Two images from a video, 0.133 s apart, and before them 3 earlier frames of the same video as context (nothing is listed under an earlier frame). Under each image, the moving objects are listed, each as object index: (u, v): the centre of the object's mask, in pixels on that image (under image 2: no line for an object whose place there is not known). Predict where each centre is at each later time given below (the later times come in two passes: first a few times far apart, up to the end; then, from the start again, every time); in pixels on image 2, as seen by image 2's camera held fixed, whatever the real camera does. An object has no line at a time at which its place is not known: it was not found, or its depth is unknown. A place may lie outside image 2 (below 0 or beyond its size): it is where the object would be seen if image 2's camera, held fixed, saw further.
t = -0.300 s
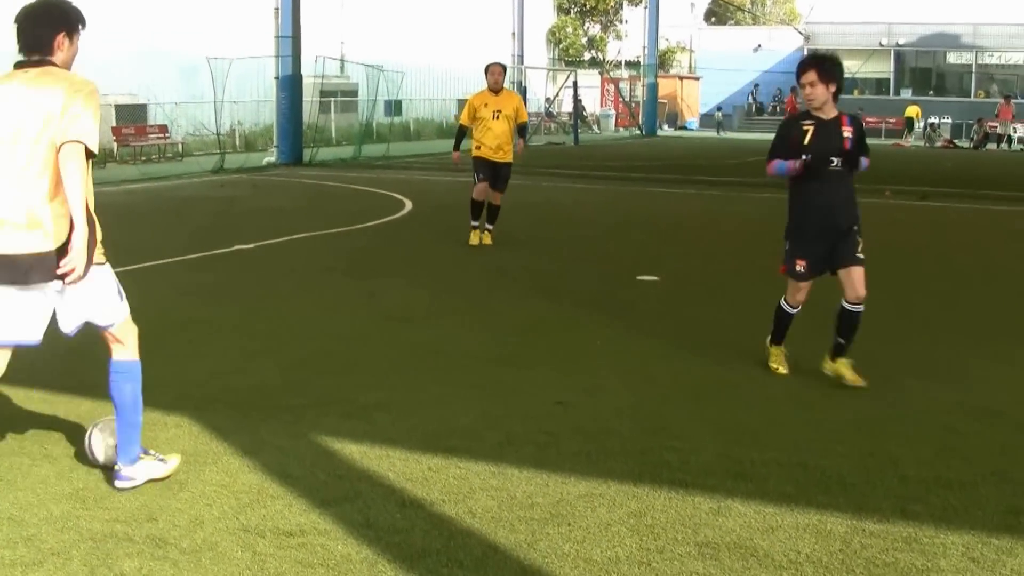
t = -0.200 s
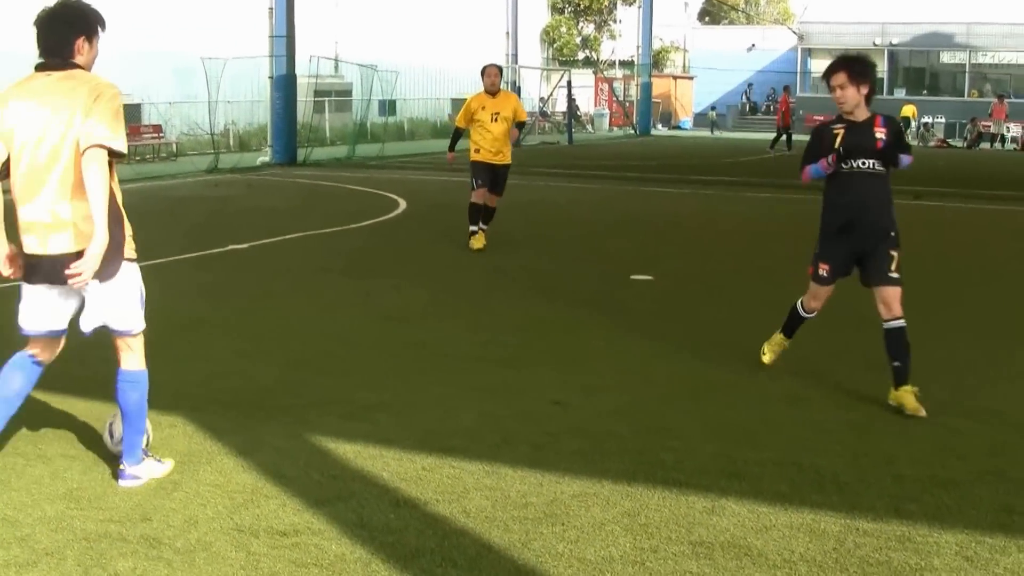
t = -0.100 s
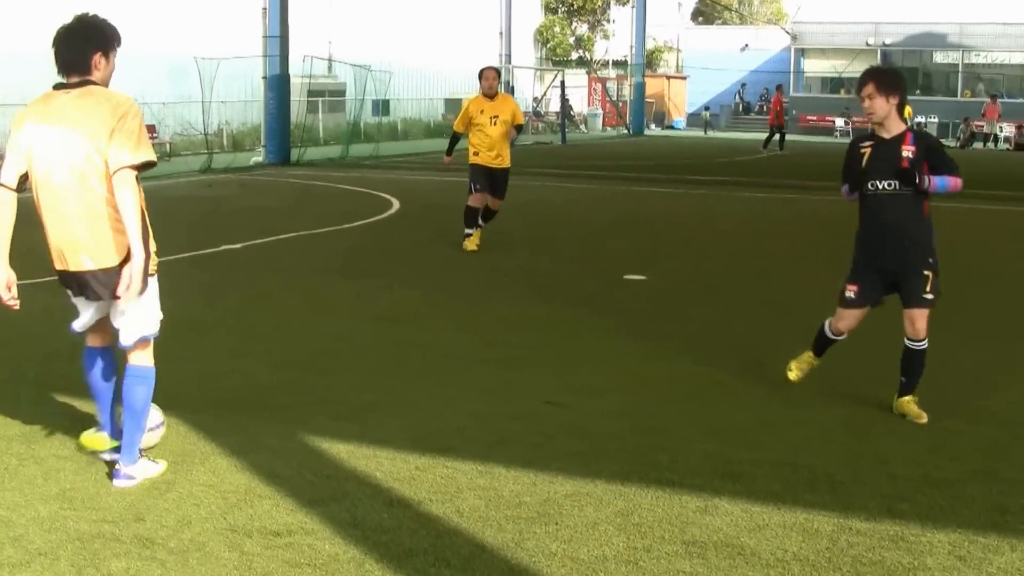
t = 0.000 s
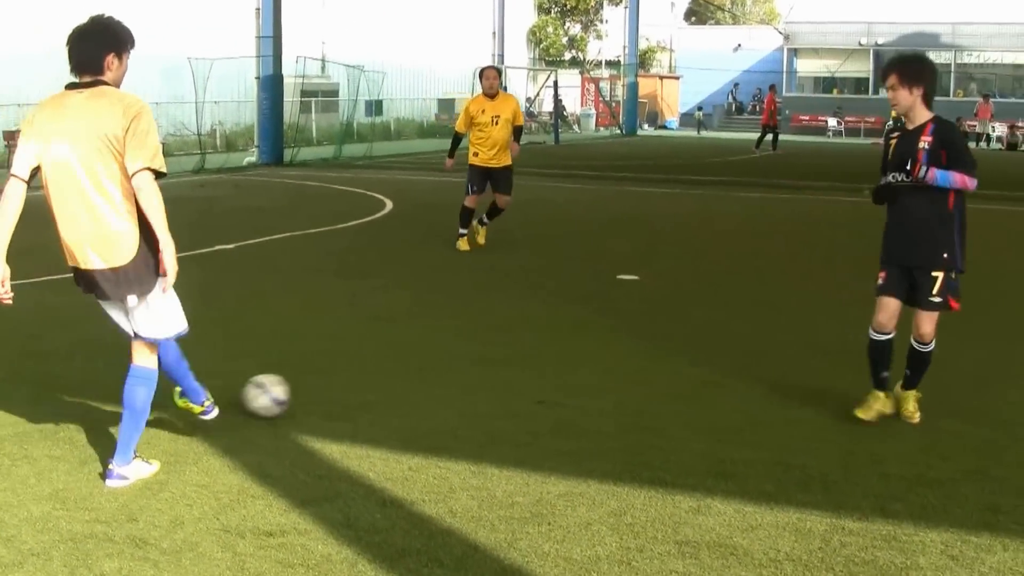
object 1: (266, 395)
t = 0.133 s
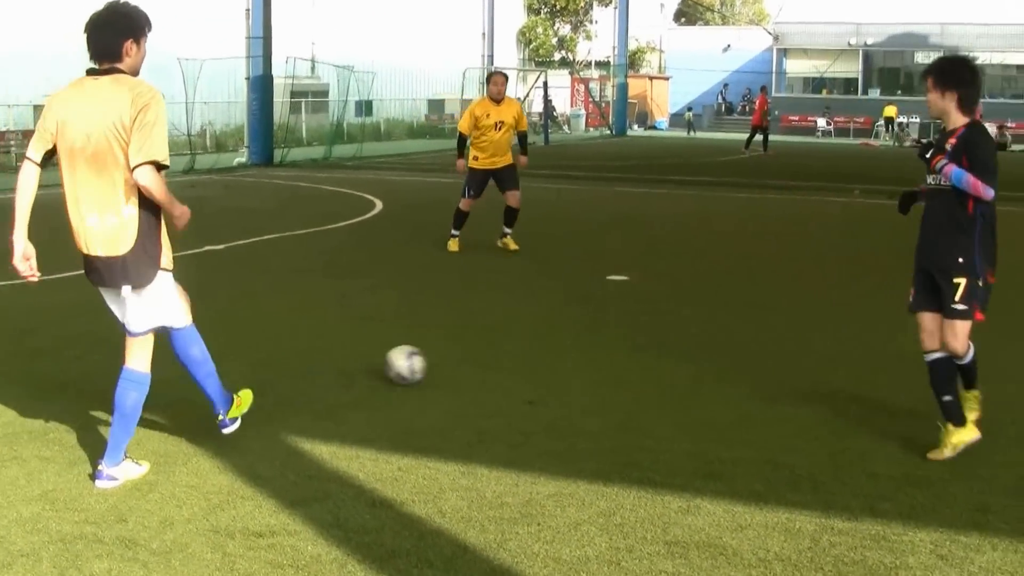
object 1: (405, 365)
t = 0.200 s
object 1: (461, 350)
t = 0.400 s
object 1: (587, 323)
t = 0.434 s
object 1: (603, 319)
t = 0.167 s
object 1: (435, 359)
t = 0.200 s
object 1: (461, 350)
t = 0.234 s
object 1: (486, 344)
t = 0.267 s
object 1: (510, 339)
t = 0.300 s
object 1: (532, 336)
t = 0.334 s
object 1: (553, 334)
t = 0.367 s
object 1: (570, 328)
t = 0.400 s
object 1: (587, 323)
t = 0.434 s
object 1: (603, 319)
